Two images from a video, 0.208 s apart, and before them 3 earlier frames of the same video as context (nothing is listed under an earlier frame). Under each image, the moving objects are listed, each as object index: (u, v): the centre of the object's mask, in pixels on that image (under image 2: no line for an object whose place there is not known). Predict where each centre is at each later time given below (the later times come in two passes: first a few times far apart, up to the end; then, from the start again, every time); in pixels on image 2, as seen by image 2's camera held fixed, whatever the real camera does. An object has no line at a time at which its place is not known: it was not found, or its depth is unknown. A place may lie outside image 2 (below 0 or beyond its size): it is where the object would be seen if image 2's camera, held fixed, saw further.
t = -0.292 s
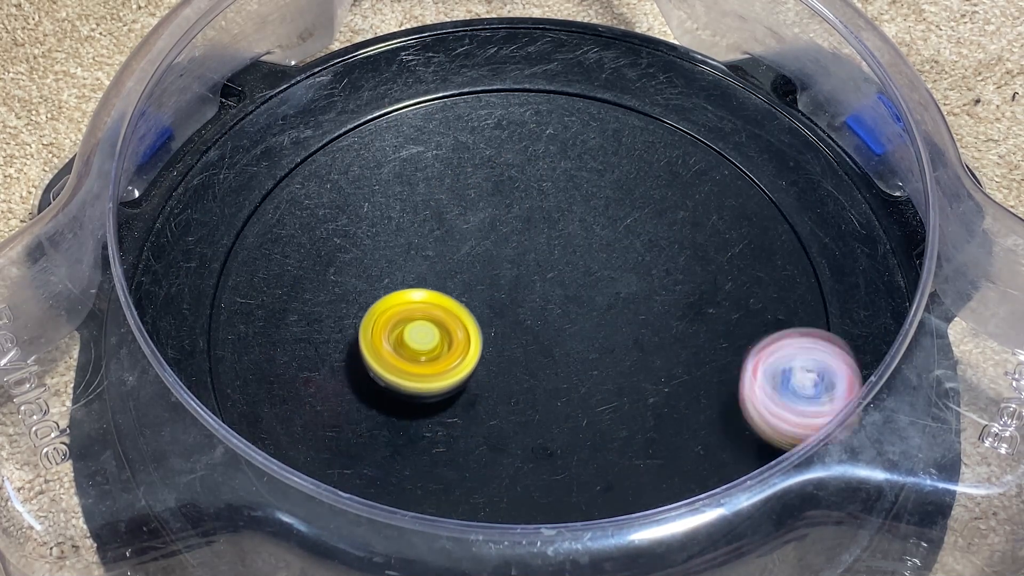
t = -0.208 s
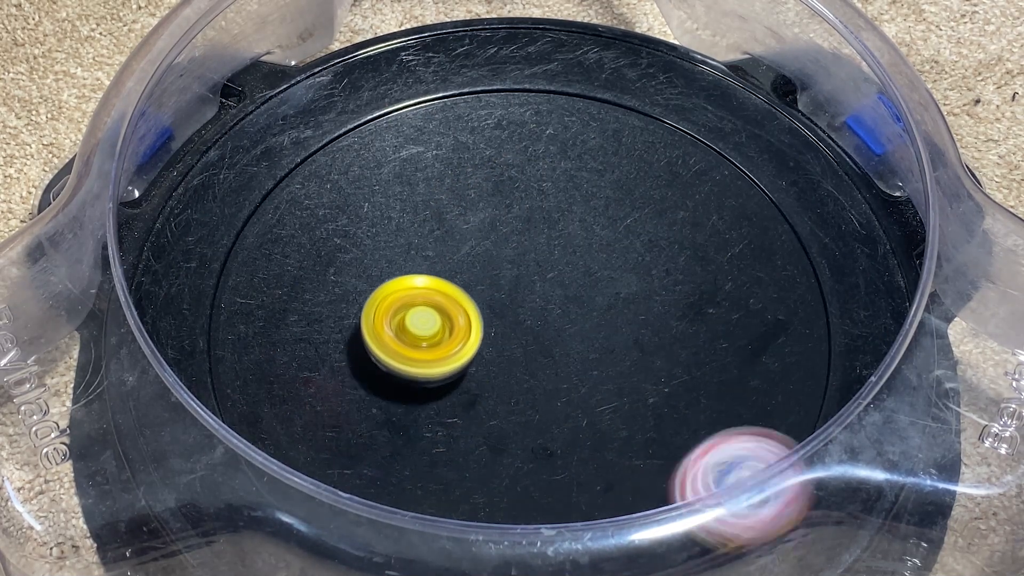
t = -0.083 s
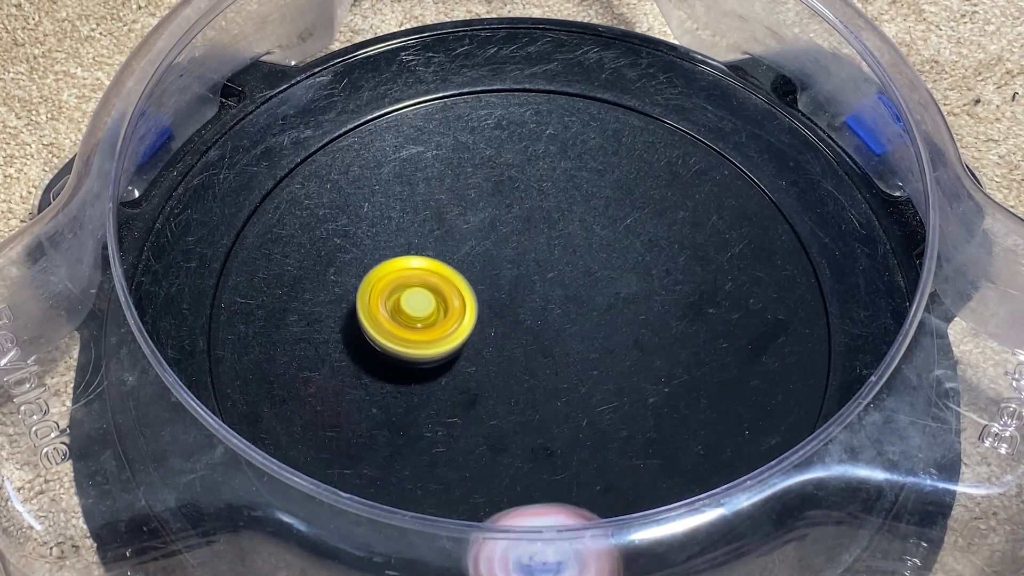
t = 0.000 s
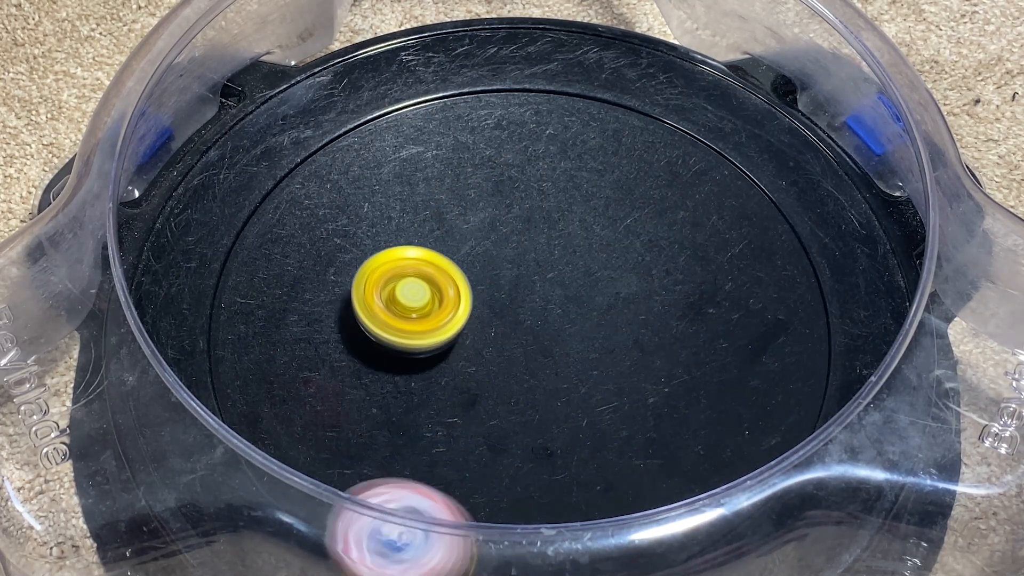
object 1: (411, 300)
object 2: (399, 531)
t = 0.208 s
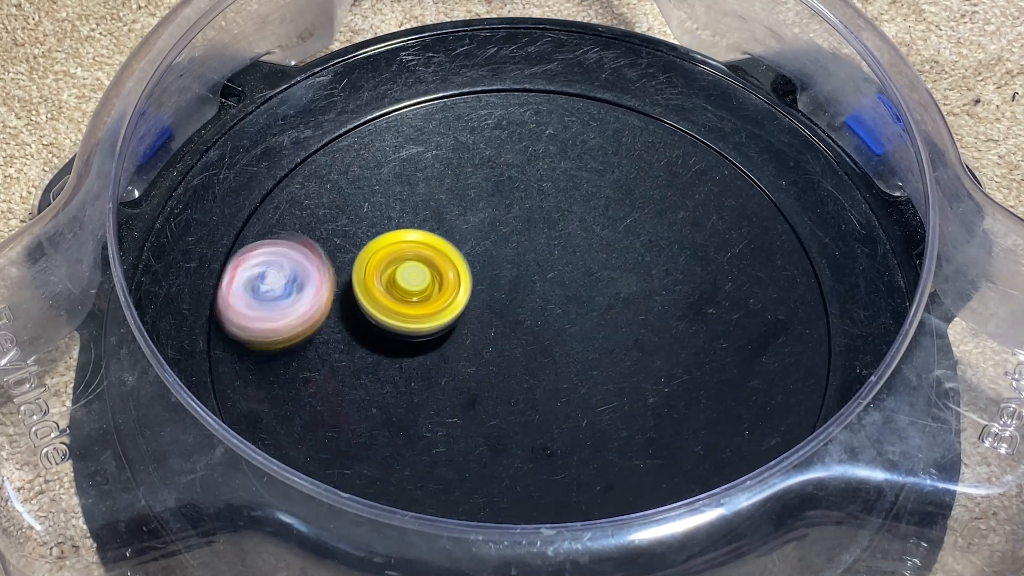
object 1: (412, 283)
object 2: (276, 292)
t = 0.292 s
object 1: (416, 279)
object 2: (333, 200)
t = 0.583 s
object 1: (451, 259)
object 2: (702, 139)
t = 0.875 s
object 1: (480, 236)
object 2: (738, 438)
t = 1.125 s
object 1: (503, 234)
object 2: (356, 448)
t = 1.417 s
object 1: (544, 241)
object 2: (340, 139)
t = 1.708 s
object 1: (584, 254)
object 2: (685, 146)
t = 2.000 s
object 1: (603, 273)
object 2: (658, 465)
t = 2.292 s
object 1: (616, 304)
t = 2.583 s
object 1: (617, 331)
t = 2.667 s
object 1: (614, 338)
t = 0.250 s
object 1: (414, 281)
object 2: (299, 242)
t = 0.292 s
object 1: (416, 279)
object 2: (333, 200)
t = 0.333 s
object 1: (419, 277)
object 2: (376, 167)
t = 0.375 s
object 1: (422, 274)
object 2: (426, 140)
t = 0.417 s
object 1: (427, 272)
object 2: (480, 123)
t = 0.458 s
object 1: (432, 268)
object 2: (535, 113)
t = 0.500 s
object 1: (437, 265)
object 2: (593, 113)
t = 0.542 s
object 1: (443, 262)
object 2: (649, 121)
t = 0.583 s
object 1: (451, 259)
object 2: (702, 139)
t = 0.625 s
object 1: (456, 255)
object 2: (750, 165)
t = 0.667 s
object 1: (461, 252)
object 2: (787, 202)
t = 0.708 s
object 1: (466, 248)
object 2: (806, 250)
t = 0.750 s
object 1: (469, 245)
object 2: (815, 300)
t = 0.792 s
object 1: (472, 241)
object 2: (809, 353)
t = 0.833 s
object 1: (476, 239)
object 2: (782, 399)
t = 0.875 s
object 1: (480, 236)
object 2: (738, 438)
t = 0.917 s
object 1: (483, 234)
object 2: (687, 485)
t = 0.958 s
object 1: (486, 233)
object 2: (616, 511)
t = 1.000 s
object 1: (490, 232)
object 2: (543, 519)
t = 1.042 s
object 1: (494, 232)
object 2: (473, 509)
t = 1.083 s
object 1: (499, 233)
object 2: (411, 475)
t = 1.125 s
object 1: (503, 234)
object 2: (356, 448)
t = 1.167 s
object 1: (508, 235)
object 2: (312, 411)
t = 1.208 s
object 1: (514, 236)
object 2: (284, 362)
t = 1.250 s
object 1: (520, 237)
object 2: (271, 312)
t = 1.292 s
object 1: (525, 239)
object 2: (272, 261)
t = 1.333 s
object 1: (531, 240)
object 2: (284, 215)
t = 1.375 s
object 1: (538, 242)
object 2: (308, 174)
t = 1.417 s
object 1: (544, 241)
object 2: (340, 139)
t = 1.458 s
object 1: (549, 242)
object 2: (380, 111)
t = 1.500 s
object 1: (555, 244)
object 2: (427, 91)
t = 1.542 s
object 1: (562, 246)
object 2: (479, 81)
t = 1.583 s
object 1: (568, 244)
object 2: (533, 81)
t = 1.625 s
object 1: (572, 249)
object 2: (588, 93)
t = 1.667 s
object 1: (577, 252)
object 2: (639, 115)
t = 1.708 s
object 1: (584, 254)
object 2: (685, 146)
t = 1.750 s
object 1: (588, 256)
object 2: (722, 186)
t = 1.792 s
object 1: (591, 259)
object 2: (747, 232)
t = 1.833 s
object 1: (594, 261)
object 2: (759, 283)
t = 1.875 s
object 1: (598, 263)
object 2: (756, 335)
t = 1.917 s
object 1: (600, 265)
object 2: (739, 387)
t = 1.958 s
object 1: (601, 269)
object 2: (706, 432)
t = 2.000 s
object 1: (603, 273)
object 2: (658, 465)
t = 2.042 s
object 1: (605, 278)
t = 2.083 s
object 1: (607, 282)
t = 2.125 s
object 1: (608, 286)
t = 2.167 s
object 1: (609, 289)
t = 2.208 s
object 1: (611, 296)
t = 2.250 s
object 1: (614, 300)
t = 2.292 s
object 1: (616, 304)
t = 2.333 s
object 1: (618, 308)
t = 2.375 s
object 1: (618, 312)
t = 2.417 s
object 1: (619, 316)
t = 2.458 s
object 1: (619, 320)
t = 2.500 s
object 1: (619, 324)
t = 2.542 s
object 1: (619, 327)
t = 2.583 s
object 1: (617, 331)
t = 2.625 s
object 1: (616, 335)
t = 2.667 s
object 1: (614, 338)
